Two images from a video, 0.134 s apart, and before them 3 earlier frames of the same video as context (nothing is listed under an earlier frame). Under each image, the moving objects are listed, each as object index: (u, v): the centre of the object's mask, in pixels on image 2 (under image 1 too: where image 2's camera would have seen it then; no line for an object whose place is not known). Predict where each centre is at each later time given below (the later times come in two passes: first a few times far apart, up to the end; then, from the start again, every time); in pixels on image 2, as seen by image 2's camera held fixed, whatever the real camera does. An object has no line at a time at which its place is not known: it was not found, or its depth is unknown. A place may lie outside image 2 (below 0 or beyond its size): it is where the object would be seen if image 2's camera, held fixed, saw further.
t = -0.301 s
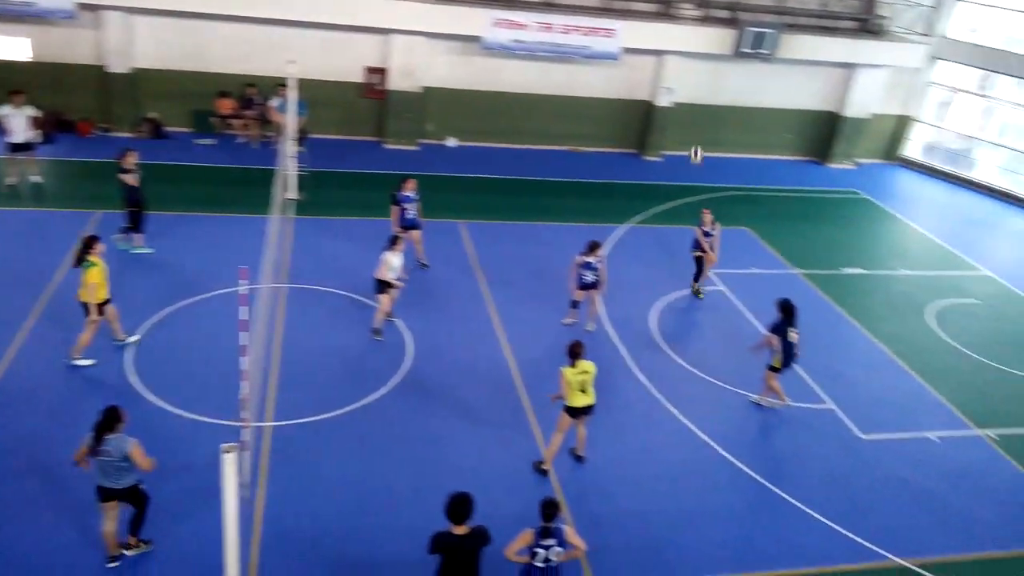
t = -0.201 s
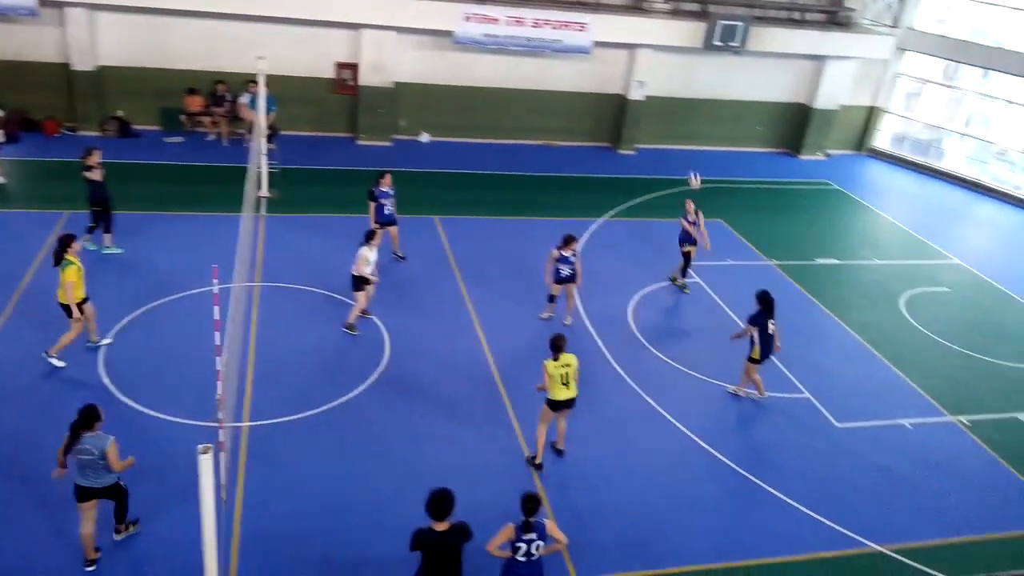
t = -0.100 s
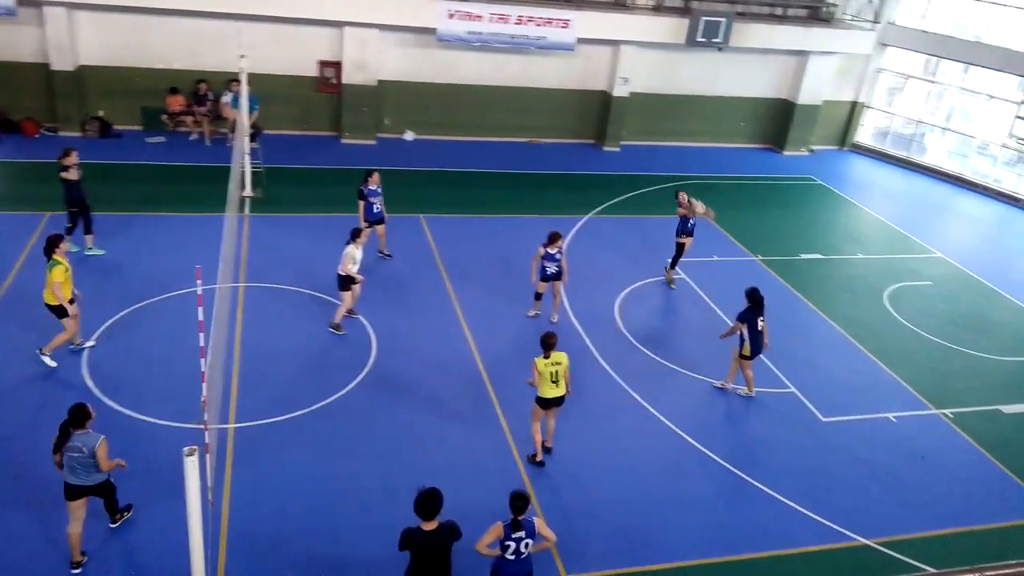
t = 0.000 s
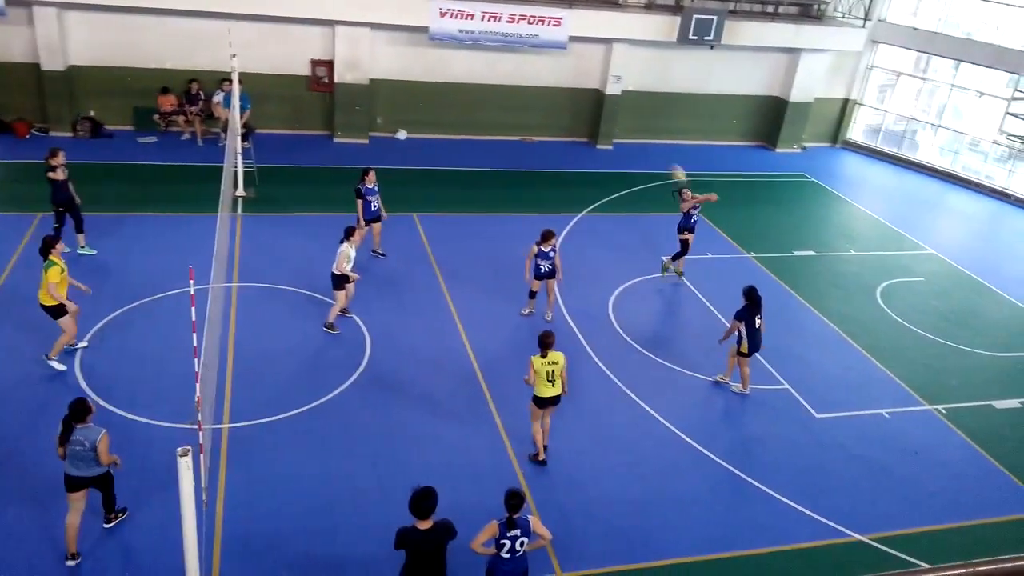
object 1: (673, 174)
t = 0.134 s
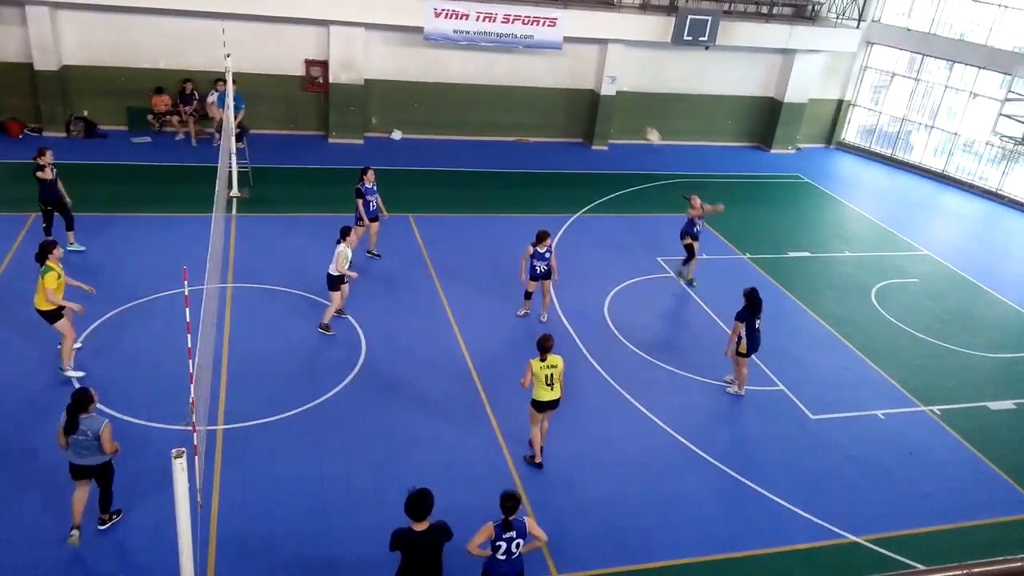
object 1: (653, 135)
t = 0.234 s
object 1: (632, 113)
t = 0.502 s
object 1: (568, 83)
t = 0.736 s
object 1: (493, 99)
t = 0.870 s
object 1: (447, 130)
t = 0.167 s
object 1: (645, 127)
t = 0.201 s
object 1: (639, 120)
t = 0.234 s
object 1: (632, 113)
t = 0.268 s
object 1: (625, 106)
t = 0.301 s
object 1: (619, 101)
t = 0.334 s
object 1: (611, 96)
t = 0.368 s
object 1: (604, 93)
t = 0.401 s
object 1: (594, 88)
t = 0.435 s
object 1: (586, 86)
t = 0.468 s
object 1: (577, 84)
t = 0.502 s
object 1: (568, 83)
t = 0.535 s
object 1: (558, 82)
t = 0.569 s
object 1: (547, 82)
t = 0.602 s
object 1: (535, 84)
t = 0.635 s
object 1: (525, 88)
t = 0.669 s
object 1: (515, 91)
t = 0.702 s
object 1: (504, 94)
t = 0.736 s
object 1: (493, 99)
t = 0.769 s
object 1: (483, 105)
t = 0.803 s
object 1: (471, 112)
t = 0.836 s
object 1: (460, 121)
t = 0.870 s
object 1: (447, 130)
